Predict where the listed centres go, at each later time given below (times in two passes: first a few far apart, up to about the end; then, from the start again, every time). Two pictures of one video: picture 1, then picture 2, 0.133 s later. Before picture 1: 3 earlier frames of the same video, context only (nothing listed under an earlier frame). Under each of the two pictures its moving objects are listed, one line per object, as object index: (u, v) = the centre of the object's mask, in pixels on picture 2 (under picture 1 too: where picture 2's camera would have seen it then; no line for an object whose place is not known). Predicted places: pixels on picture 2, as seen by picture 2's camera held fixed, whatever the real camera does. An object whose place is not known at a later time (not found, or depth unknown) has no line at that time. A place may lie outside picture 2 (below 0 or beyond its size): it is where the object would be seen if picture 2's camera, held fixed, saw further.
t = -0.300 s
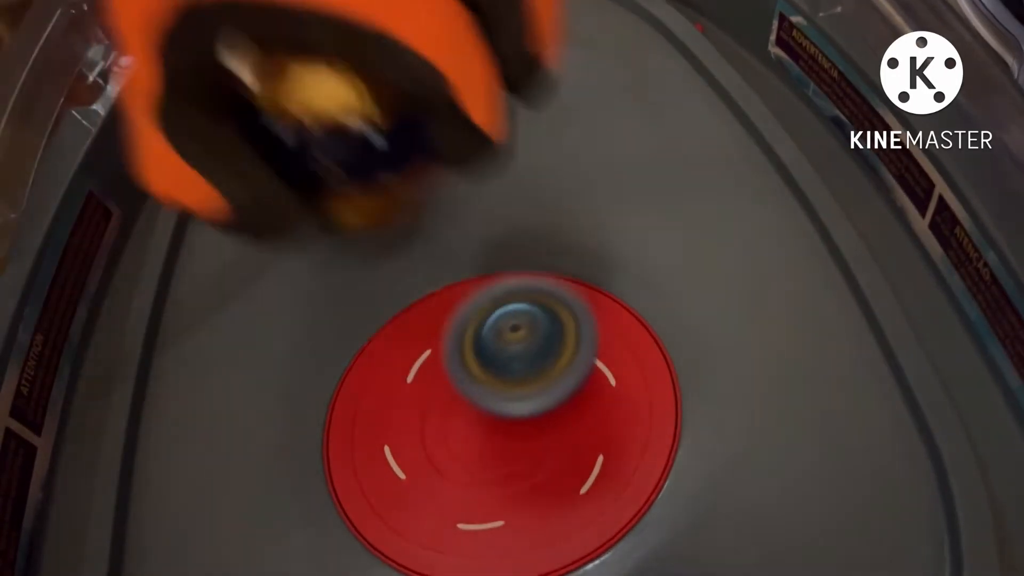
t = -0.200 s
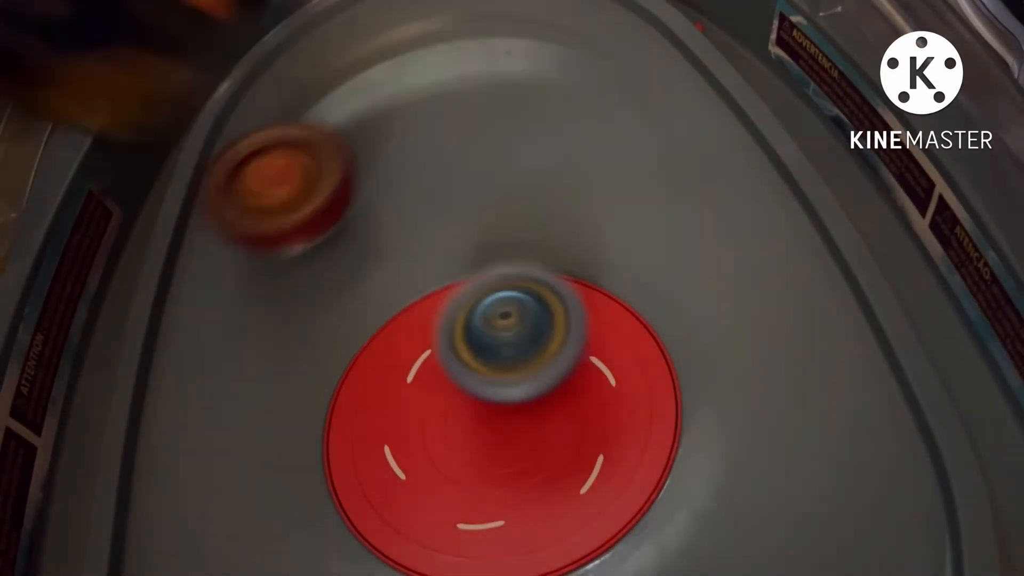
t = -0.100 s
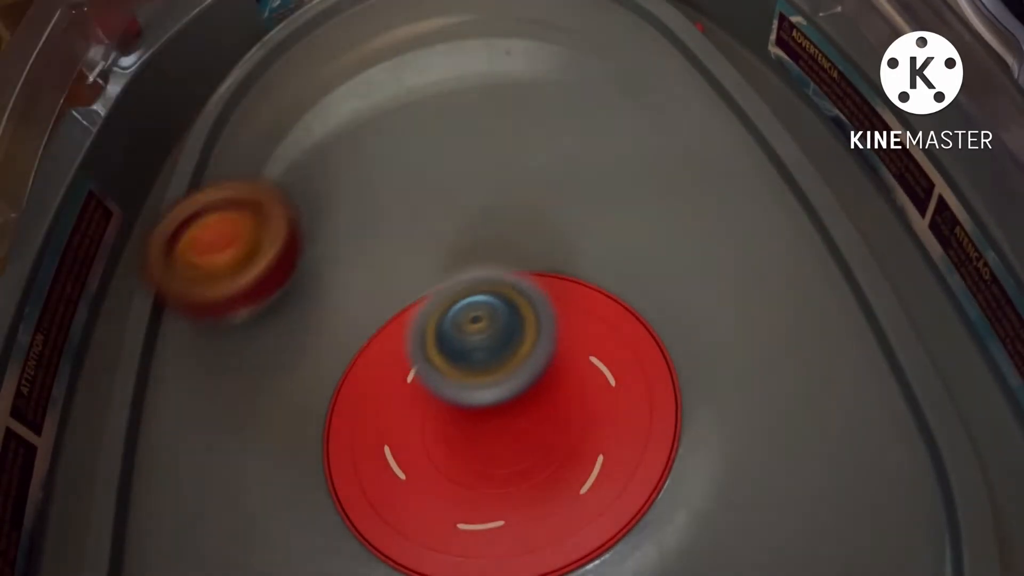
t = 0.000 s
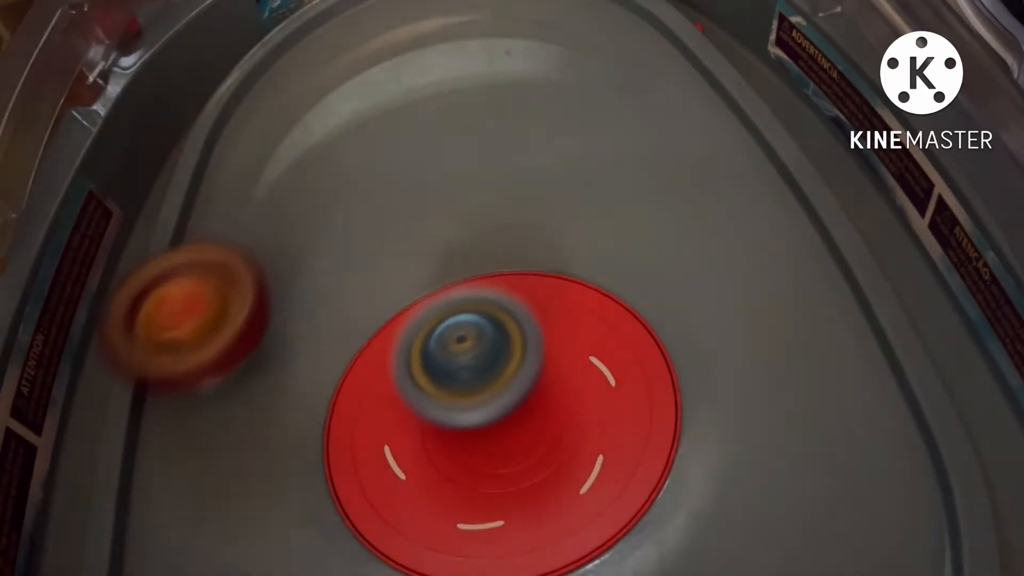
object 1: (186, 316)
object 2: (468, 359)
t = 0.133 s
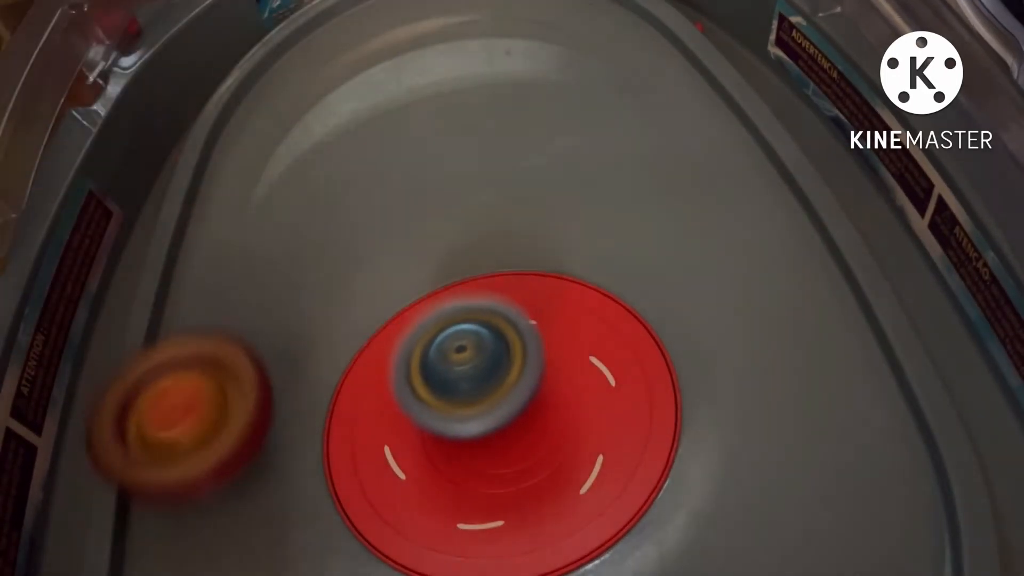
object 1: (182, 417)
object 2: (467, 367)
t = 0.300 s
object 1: (274, 517)
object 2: (487, 352)
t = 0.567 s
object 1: (699, 447)
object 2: (511, 355)
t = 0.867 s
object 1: (581, 161)
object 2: (468, 373)
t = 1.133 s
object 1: (387, 159)
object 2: (505, 352)
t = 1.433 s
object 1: (223, 282)
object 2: (501, 392)
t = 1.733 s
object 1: (237, 464)
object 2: (466, 364)
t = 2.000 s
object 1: (662, 466)
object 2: (506, 367)
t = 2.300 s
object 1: (615, 139)
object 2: (475, 390)
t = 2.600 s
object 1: (425, 97)
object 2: (471, 373)
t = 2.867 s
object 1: (277, 160)
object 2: (473, 376)
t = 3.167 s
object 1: (186, 305)
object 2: (466, 374)
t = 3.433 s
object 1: (265, 477)
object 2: (465, 373)
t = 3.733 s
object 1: (734, 370)
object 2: (466, 373)
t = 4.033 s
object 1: (675, 154)
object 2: (468, 369)
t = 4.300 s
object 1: (525, 103)
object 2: (470, 366)
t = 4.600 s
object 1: (340, 175)
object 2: (472, 363)
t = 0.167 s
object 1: (190, 443)
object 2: (470, 365)
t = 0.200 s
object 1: (203, 469)
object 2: (474, 362)
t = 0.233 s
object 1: (220, 492)
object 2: (478, 358)
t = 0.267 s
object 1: (244, 506)
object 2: (482, 354)
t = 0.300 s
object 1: (274, 517)
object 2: (487, 352)
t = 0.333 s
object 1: (311, 526)
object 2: (492, 348)
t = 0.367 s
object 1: (356, 533)
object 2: (496, 346)
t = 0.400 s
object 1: (406, 538)
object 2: (501, 346)
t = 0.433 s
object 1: (473, 538)
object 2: (505, 345)
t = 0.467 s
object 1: (530, 533)
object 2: (508, 345)
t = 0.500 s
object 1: (600, 519)
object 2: (510, 347)
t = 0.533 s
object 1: (656, 494)
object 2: (510, 349)
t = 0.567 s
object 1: (699, 447)
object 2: (511, 355)
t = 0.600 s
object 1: (721, 391)
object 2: (509, 359)
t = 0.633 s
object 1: (725, 340)
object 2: (506, 364)
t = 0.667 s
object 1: (717, 297)
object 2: (501, 368)
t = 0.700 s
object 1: (700, 260)
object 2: (496, 372)
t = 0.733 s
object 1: (679, 232)
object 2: (490, 374)
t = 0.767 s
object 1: (656, 209)
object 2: (483, 376)
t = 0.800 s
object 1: (631, 189)
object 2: (477, 376)
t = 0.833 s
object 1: (606, 173)
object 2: (472, 375)
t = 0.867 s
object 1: (581, 161)
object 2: (468, 373)
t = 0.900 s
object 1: (554, 153)
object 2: (466, 371)
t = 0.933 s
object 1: (529, 148)
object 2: (466, 366)
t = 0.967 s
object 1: (504, 145)
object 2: (468, 362)
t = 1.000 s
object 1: (481, 144)
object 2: (472, 357)
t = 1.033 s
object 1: (458, 145)
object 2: (479, 353)
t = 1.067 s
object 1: (435, 148)
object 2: (487, 350)
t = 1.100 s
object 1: (412, 152)
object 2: (497, 350)
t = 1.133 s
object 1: (387, 159)
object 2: (505, 352)
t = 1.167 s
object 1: (363, 168)
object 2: (512, 355)
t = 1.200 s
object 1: (340, 177)
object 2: (518, 358)
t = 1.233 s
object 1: (319, 188)
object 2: (522, 363)
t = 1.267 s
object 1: (300, 202)
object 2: (524, 368)
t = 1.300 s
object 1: (282, 214)
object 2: (523, 373)
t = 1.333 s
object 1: (266, 229)
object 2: (521, 380)
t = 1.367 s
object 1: (250, 245)
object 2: (515, 385)
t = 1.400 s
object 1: (236, 264)
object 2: (509, 389)
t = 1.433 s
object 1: (223, 282)
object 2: (501, 392)
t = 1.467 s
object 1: (212, 301)
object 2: (492, 393)
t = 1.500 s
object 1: (204, 320)
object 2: (482, 392)
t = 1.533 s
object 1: (199, 339)
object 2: (475, 390)
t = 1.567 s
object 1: (197, 358)
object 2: (469, 386)
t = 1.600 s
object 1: (200, 378)
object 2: (465, 382)
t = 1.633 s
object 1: (204, 398)
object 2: (462, 377)
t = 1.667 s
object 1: (211, 418)
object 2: (462, 372)
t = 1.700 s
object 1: (223, 441)
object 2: (463, 368)
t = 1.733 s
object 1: (237, 464)
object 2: (466, 364)
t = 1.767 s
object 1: (258, 487)
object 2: (471, 360)
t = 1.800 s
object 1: (284, 501)
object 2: (476, 357)
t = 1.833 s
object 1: (325, 515)
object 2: (482, 356)
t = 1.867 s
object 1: (384, 524)
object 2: (488, 356)
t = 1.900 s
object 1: (452, 527)
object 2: (494, 356)
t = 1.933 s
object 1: (521, 521)
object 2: (499, 359)
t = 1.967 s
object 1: (596, 506)
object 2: (504, 363)
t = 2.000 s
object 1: (662, 466)
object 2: (506, 367)
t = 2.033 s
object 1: (702, 402)
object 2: (506, 371)
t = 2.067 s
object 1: (721, 340)
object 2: (506, 376)
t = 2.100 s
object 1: (717, 287)
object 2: (503, 380)
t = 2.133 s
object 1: (704, 246)
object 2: (500, 383)
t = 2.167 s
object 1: (689, 216)
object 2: (495, 387)
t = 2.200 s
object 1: (671, 192)
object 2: (490, 388)
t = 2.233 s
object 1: (654, 172)
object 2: (484, 390)
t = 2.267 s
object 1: (635, 155)
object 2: (479, 390)
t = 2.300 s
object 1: (615, 139)
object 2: (475, 390)
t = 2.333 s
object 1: (597, 126)
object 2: (472, 388)
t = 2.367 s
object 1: (576, 115)
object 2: (469, 385)
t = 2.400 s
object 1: (555, 106)
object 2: (468, 383)
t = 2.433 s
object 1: (533, 100)
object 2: (467, 380)
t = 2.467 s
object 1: (510, 96)
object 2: (467, 377)
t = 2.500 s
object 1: (489, 94)
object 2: (467, 376)
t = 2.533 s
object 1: (467, 94)
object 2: (468, 374)
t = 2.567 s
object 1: (446, 95)
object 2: (469, 373)
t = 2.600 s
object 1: (425, 97)
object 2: (471, 373)
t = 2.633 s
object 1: (404, 101)
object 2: (472, 373)
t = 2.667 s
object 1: (386, 105)
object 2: (473, 373)
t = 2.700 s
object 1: (366, 111)
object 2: (474, 373)
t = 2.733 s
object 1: (348, 118)
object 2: (475, 374)
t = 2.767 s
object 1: (330, 126)
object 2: (475, 375)
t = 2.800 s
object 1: (311, 135)
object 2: (475, 376)
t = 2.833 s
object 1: (294, 147)
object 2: (474, 376)
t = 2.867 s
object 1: (277, 160)
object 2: (473, 376)
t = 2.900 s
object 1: (260, 174)
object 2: (472, 376)
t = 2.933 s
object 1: (246, 189)
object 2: (471, 376)
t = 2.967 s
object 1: (234, 204)
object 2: (469, 376)
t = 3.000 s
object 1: (222, 218)
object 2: (468, 376)
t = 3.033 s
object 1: (212, 234)
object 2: (468, 375)
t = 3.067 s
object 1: (203, 250)
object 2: (467, 375)
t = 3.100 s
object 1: (194, 267)
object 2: (467, 374)
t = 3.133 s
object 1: (188, 286)
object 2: (466, 374)
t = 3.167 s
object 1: (186, 305)
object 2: (466, 374)
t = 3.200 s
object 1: (186, 324)
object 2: (466, 374)
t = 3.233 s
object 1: (188, 344)
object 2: (466, 374)
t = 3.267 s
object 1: (193, 365)
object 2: (465, 374)
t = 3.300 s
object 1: (202, 385)
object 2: (465, 374)
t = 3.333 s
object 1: (214, 407)
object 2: (465, 374)
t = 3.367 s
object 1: (227, 427)
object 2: (465, 374)
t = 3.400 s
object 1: (244, 449)
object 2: (465, 374)
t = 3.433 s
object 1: (265, 477)
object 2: (465, 373)
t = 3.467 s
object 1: (296, 498)
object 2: (465, 373)
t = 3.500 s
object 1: (342, 513)
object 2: (465, 372)
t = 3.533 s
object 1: (408, 523)
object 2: (465, 372)
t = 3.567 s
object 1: (478, 524)
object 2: (465, 372)
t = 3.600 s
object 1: (547, 520)
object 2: (465, 373)
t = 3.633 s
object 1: (620, 505)
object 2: (465, 373)
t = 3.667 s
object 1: (680, 469)
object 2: (465, 373)
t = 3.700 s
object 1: (716, 416)
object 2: (465, 373)
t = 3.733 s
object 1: (734, 370)
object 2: (466, 373)
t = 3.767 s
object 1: (741, 329)
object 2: (466, 373)
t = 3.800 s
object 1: (740, 298)
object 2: (466, 372)
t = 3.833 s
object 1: (735, 269)
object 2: (466, 372)
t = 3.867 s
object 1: (729, 245)
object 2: (467, 371)
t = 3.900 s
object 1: (721, 222)
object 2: (467, 371)
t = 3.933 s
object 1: (713, 203)
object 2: (468, 370)
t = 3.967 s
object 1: (702, 185)
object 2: (468, 370)
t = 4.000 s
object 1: (690, 169)
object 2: (468, 370)
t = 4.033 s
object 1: (675, 154)
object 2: (468, 369)
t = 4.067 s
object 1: (660, 143)
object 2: (469, 369)
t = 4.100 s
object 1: (643, 133)
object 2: (469, 368)
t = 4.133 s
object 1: (626, 124)
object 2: (469, 368)
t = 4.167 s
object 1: (607, 115)
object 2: (469, 368)
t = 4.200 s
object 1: (588, 110)
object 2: (470, 368)
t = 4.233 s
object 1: (568, 105)
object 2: (470, 367)
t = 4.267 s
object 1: (547, 102)
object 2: (470, 366)
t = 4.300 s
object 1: (525, 103)
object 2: (470, 366)
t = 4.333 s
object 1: (504, 104)
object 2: (470, 366)
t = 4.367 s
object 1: (483, 108)
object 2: (470, 366)
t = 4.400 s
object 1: (461, 113)
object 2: (470, 365)
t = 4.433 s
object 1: (440, 120)
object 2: (470, 365)
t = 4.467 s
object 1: (418, 129)
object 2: (470, 364)
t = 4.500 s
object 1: (399, 139)
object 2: (471, 365)
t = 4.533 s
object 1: (378, 150)
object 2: (471, 363)
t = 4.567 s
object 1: (360, 162)
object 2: (472, 364)
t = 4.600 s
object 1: (340, 175)
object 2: (472, 363)
